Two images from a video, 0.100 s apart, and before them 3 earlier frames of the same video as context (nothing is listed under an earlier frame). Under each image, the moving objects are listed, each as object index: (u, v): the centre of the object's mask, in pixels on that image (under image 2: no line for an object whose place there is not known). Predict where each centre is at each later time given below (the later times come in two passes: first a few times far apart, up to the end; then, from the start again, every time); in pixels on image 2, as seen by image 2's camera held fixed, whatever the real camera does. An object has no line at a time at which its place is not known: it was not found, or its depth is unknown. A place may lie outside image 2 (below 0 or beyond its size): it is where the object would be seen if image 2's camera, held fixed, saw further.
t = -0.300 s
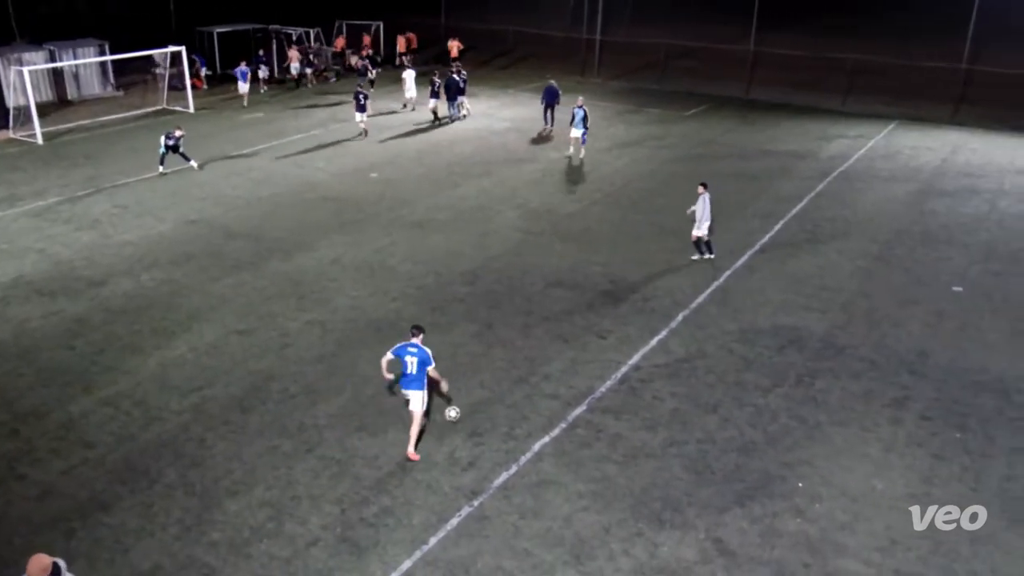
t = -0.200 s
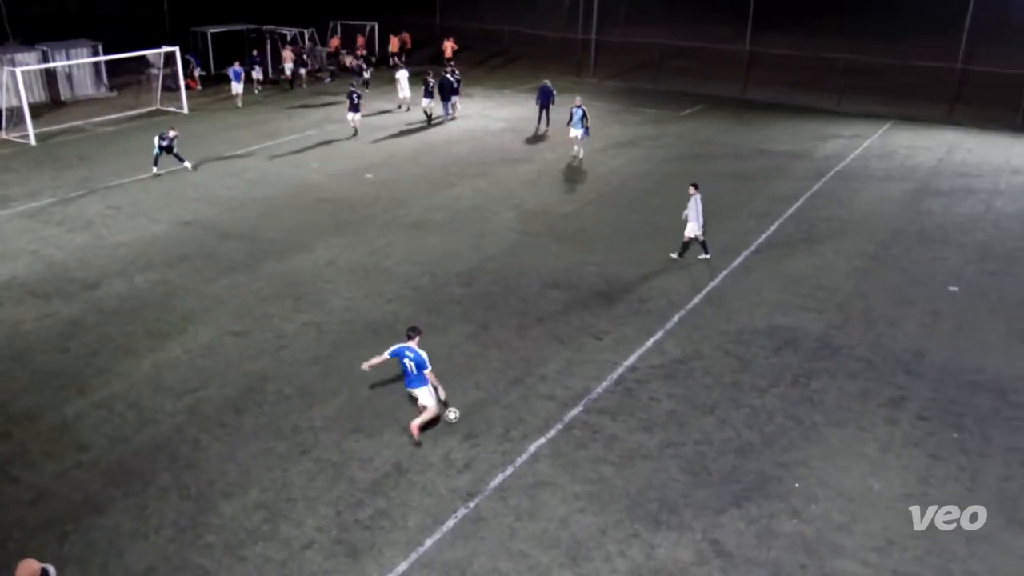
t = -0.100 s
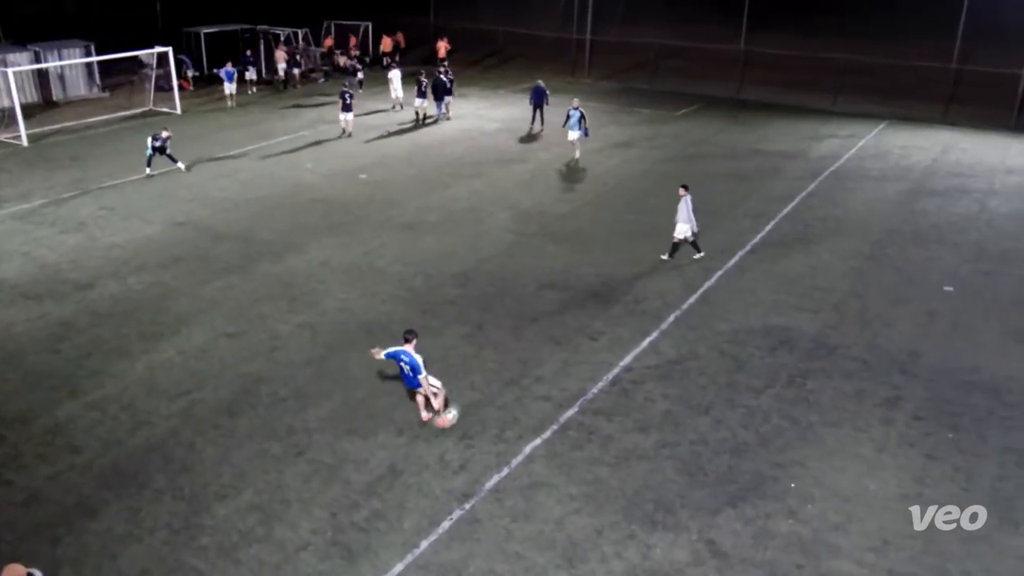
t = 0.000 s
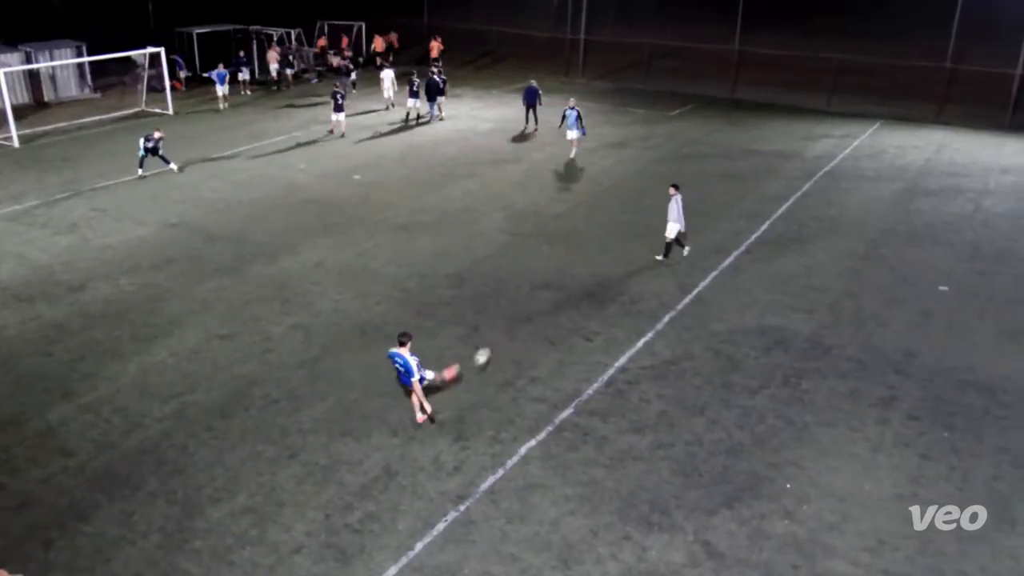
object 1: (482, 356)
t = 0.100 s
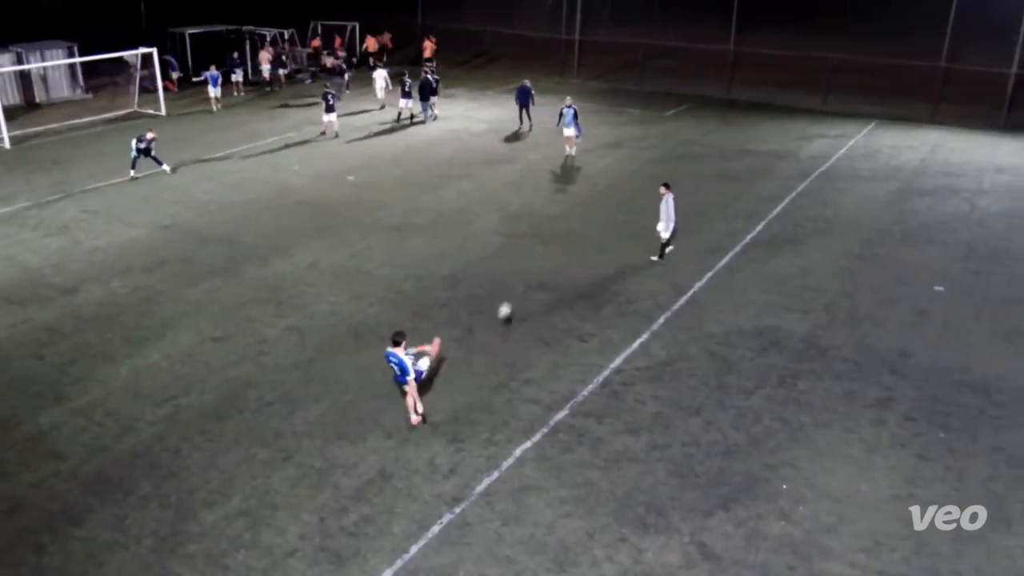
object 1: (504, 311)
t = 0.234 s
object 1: (533, 267)
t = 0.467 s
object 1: (563, 228)
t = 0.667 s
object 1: (575, 209)
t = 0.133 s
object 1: (512, 298)
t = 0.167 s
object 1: (520, 288)
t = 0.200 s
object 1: (527, 277)
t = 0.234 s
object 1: (533, 267)
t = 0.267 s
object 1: (539, 259)
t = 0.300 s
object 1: (543, 252)
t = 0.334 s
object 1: (547, 246)
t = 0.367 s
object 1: (553, 241)
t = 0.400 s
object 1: (556, 236)
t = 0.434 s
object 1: (560, 232)
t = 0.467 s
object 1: (563, 228)
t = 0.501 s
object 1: (565, 226)
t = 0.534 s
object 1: (568, 224)
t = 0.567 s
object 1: (571, 222)
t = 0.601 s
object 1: (573, 221)
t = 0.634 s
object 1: (574, 215)
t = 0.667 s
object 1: (575, 209)
